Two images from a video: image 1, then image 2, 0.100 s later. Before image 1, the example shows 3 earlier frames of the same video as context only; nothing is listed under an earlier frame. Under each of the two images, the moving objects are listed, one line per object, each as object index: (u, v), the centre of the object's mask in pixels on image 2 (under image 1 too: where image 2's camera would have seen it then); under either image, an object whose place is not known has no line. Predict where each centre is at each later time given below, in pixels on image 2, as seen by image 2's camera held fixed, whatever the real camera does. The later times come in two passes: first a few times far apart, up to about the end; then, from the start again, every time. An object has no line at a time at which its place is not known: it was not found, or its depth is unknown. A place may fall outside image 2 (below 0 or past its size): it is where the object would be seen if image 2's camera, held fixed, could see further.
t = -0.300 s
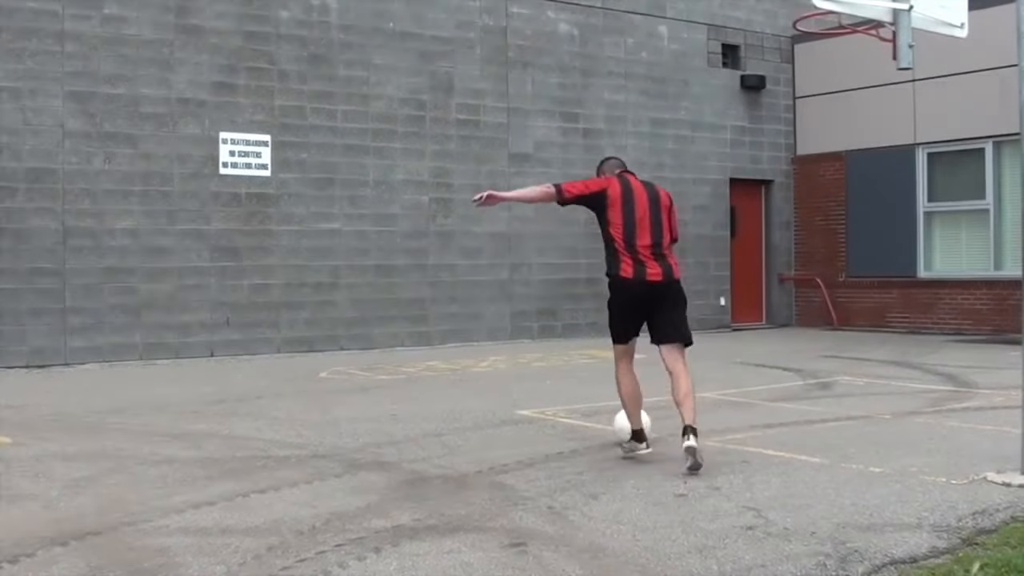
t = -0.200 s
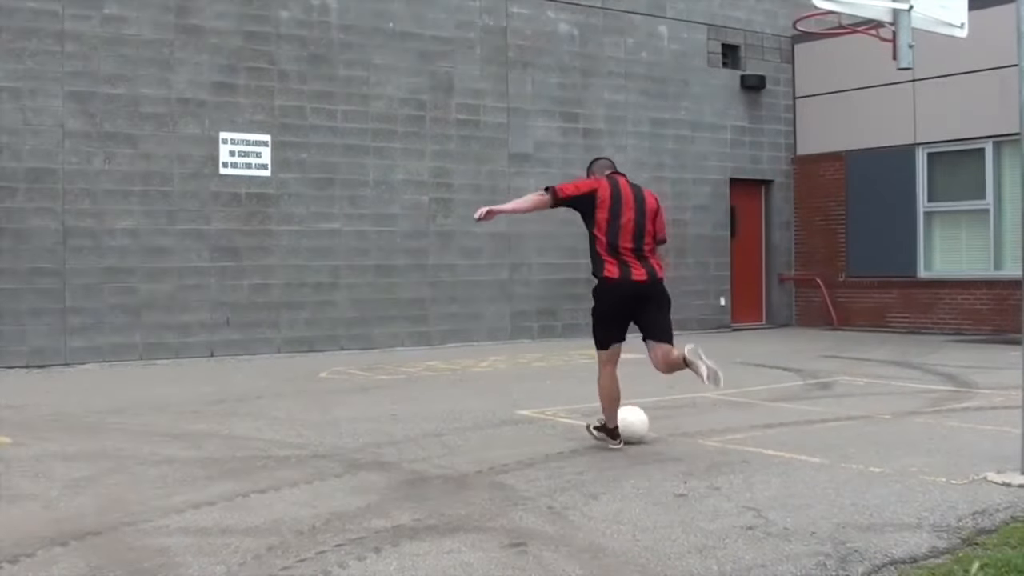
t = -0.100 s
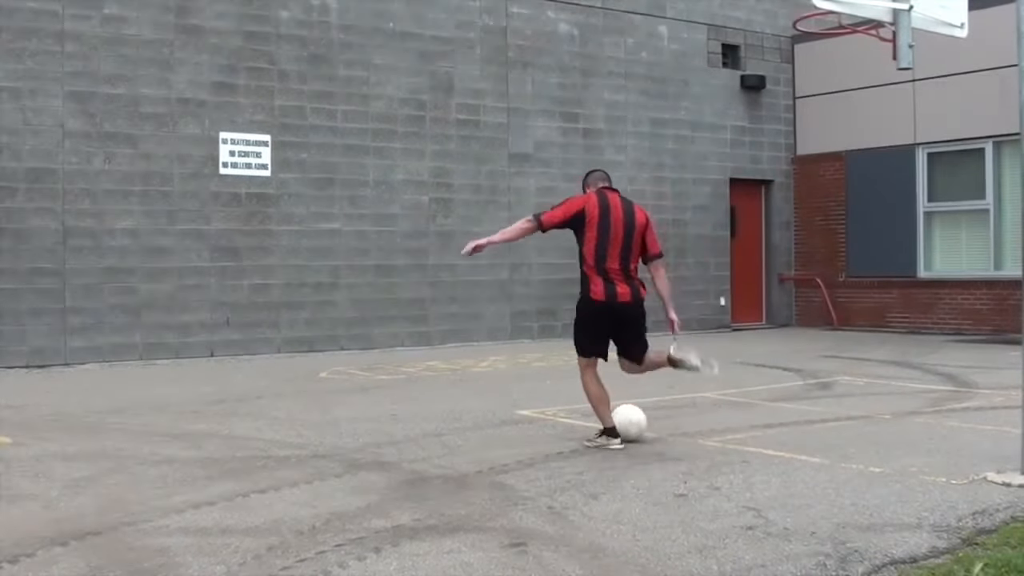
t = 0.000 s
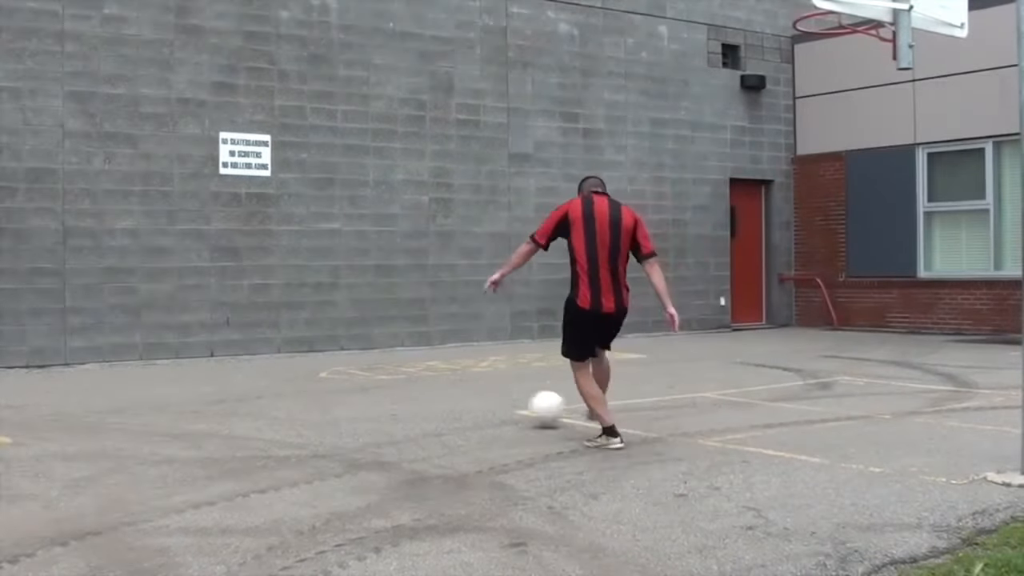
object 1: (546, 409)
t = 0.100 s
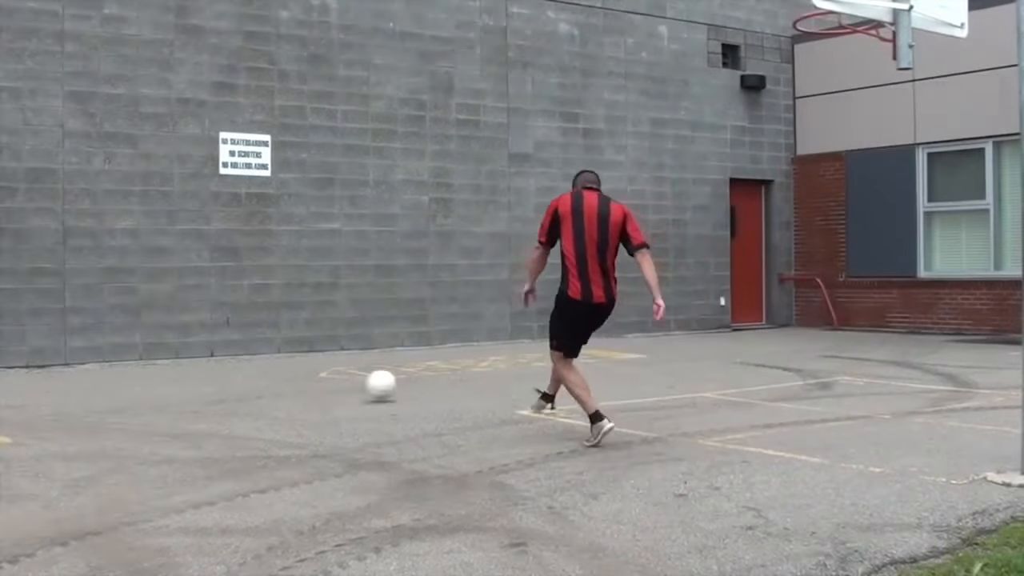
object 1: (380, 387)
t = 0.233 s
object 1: (236, 362)
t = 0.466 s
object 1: (204, 353)
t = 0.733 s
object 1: (334, 391)
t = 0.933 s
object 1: (442, 413)
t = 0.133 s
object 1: (337, 381)
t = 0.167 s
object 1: (298, 377)
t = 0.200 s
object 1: (265, 369)
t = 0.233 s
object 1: (236, 362)
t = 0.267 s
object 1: (209, 354)
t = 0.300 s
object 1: (184, 351)
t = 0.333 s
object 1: (161, 349)
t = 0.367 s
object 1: (164, 348)
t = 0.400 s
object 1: (177, 348)
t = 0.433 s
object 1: (190, 350)
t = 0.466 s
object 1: (204, 353)
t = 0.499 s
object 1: (218, 357)
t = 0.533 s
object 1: (234, 363)
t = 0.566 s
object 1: (250, 370)
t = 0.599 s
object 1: (268, 379)
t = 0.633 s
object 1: (283, 382)
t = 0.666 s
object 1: (299, 384)
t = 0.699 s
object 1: (317, 387)
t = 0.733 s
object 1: (334, 391)
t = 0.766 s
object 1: (352, 395)
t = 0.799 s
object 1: (368, 396)
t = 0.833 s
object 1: (386, 399)
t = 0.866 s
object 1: (405, 404)
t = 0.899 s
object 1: (424, 410)
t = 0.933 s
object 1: (442, 413)
